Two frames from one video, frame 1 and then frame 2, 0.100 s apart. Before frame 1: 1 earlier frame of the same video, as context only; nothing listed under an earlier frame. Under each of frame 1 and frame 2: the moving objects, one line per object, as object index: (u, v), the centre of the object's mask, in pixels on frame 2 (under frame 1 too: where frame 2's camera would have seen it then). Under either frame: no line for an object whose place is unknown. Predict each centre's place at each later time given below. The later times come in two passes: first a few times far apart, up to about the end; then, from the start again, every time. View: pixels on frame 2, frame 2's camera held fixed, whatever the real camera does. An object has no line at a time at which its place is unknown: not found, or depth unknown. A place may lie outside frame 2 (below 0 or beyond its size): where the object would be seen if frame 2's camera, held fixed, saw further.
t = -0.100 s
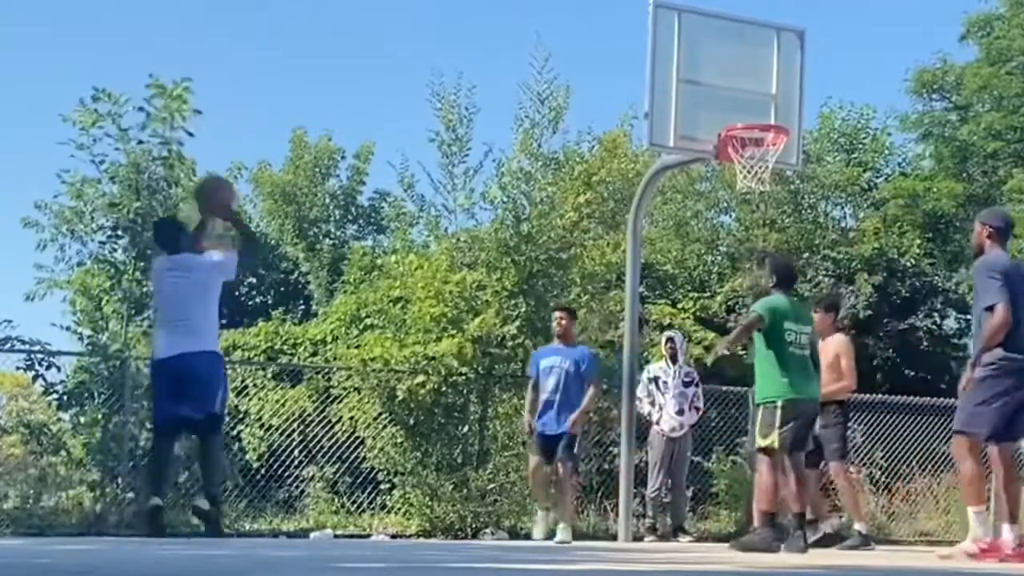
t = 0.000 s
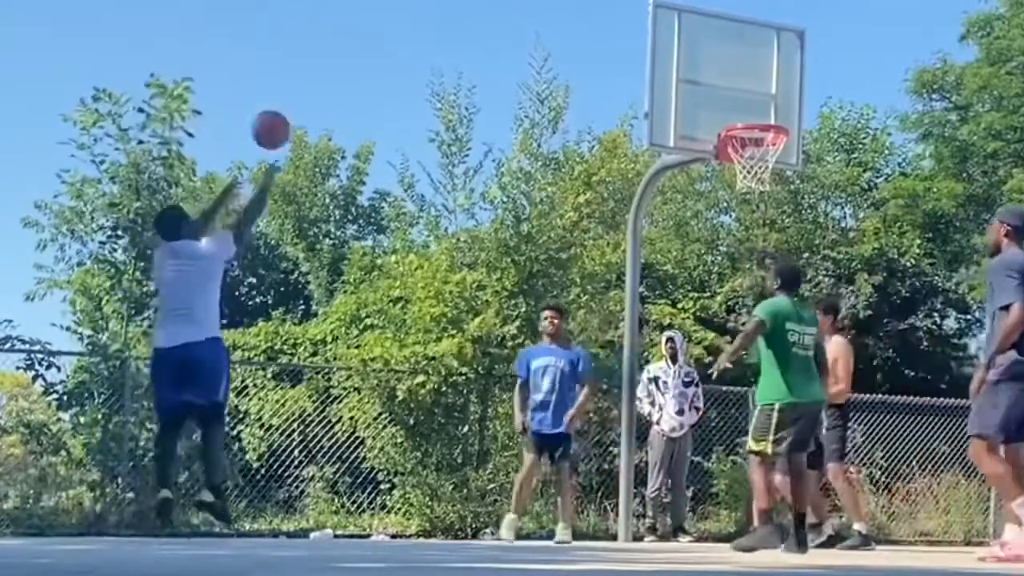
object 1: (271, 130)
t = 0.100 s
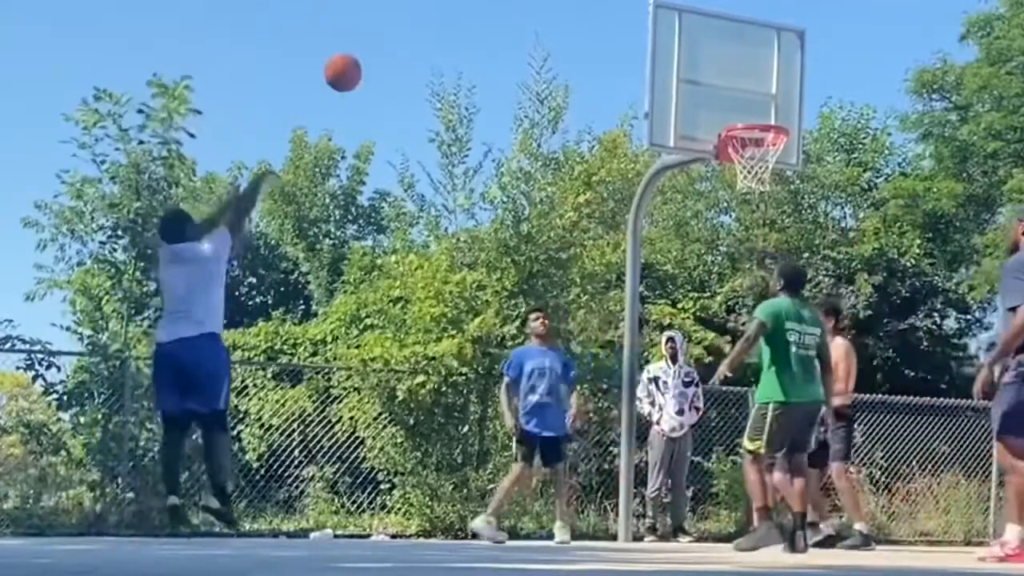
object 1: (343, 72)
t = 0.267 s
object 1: (453, 16)
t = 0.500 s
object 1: (590, 12)
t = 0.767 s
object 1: (727, 92)
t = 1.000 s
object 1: (750, 204)
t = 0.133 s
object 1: (366, 57)
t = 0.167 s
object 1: (388, 44)
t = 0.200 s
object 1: (410, 32)
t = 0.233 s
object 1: (431, 23)
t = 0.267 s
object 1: (453, 16)
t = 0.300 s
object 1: (474, 12)
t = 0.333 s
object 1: (494, 10)
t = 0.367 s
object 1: (514, 9)
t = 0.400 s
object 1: (533, 8)
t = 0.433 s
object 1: (553, 9)
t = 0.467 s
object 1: (571, 10)
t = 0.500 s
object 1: (590, 12)
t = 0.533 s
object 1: (608, 15)
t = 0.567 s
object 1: (626, 21)
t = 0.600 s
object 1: (644, 30)
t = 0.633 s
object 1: (660, 40)
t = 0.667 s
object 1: (679, 51)
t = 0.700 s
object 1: (694, 63)
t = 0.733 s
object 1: (711, 77)
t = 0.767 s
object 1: (727, 92)
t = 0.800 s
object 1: (742, 108)
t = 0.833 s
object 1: (758, 124)
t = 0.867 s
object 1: (769, 143)
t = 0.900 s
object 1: (770, 168)
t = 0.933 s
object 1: (766, 180)
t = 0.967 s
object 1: (757, 190)
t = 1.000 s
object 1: (750, 204)
